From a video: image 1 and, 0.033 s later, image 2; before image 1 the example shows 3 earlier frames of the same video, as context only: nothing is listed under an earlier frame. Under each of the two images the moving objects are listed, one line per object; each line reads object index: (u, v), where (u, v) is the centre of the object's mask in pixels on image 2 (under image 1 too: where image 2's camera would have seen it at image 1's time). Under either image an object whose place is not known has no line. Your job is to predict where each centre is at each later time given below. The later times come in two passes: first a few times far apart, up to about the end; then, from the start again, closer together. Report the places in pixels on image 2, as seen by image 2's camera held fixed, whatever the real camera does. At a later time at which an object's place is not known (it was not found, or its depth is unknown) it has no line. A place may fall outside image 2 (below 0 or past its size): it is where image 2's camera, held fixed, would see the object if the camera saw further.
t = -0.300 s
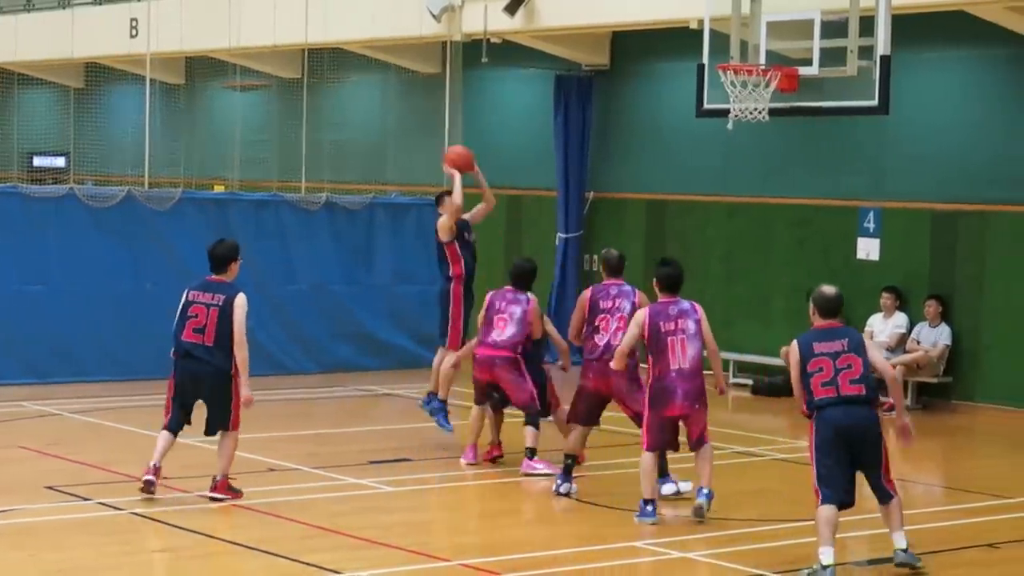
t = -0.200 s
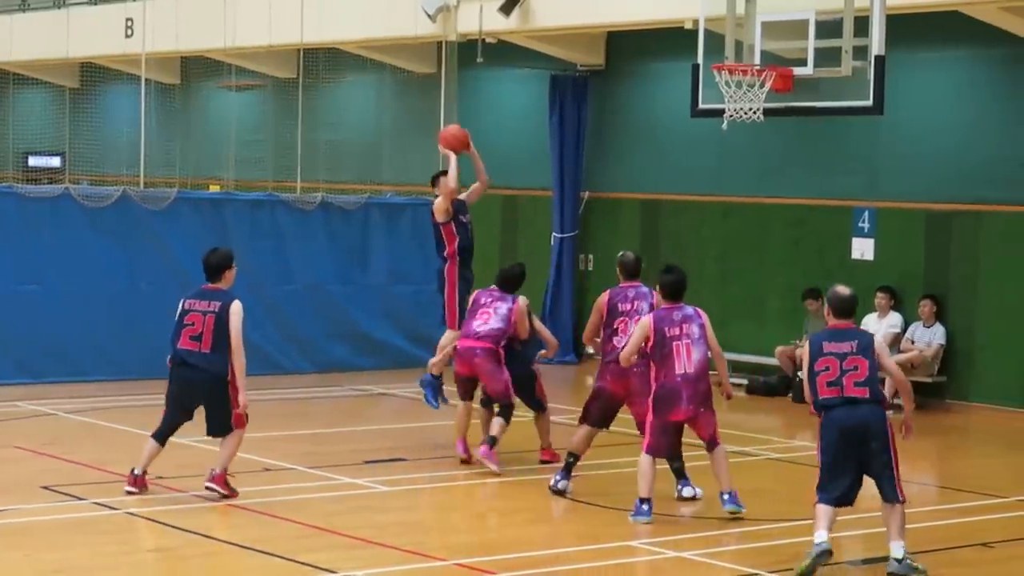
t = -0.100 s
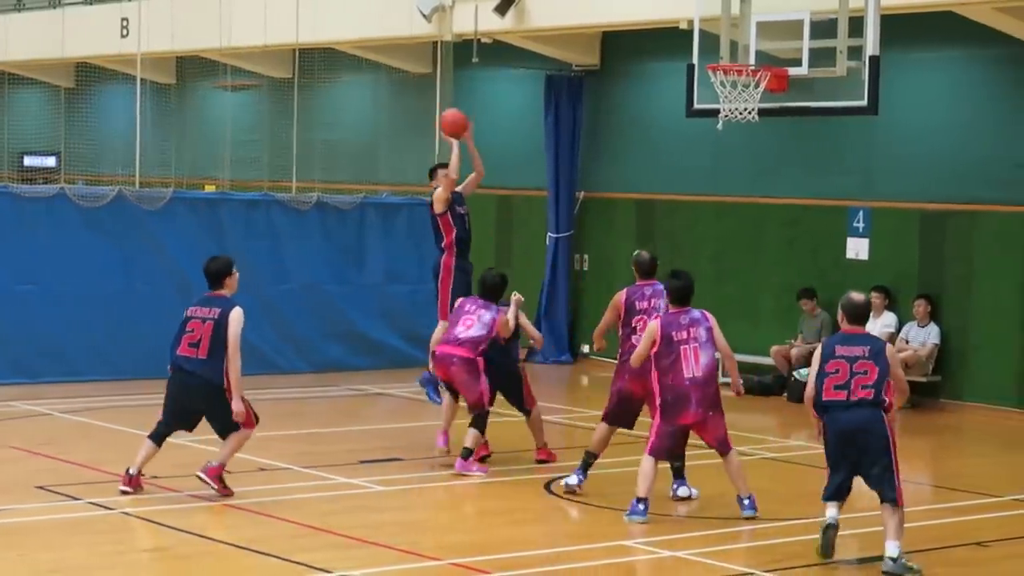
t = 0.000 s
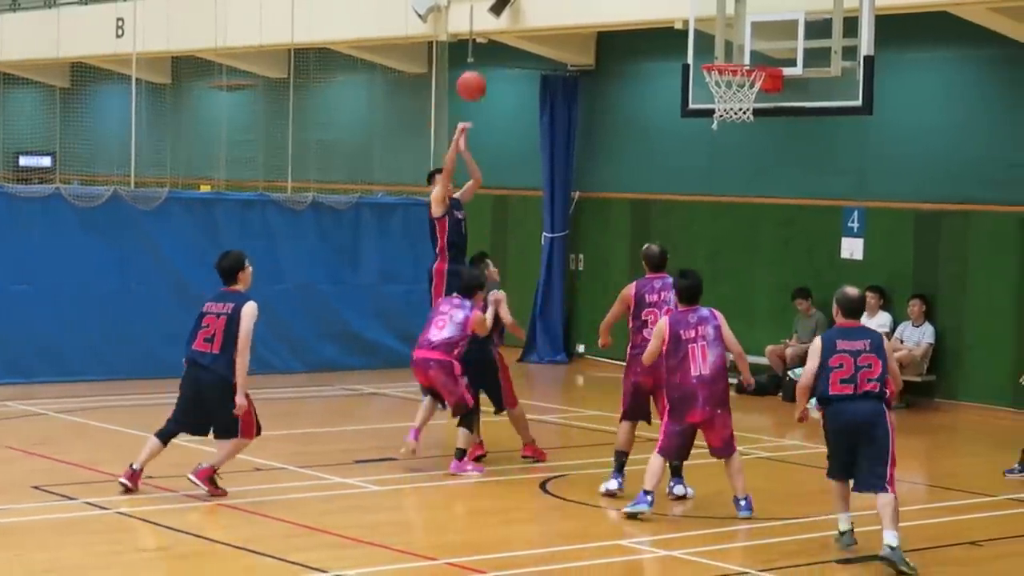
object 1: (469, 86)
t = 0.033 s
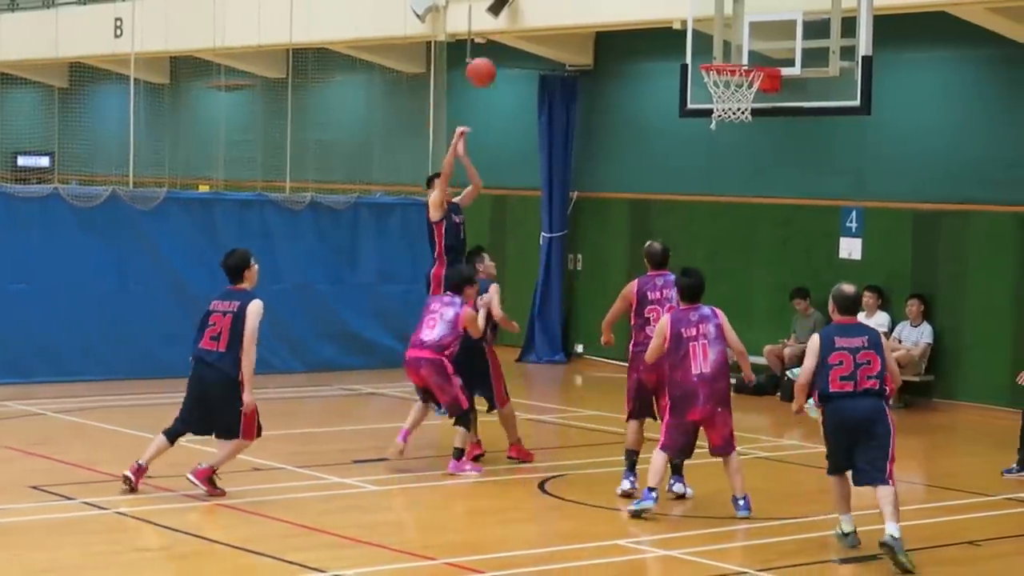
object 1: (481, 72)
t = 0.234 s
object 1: (550, 15)
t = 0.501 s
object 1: (646, 15)
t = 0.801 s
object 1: (671, 42)
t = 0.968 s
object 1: (634, 52)
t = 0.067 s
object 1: (492, 59)
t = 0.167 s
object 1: (527, 30)
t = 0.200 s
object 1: (539, 22)
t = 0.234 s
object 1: (550, 15)
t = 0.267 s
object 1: (562, 12)
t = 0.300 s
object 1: (574, 10)
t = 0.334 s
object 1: (586, 9)
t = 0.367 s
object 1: (598, 8)
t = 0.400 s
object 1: (610, 9)
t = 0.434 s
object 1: (622, 10)
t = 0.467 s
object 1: (634, 12)
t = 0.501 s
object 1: (646, 15)
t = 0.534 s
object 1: (659, 22)
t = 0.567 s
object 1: (671, 30)
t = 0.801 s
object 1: (671, 42)
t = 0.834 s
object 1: (665, 41)
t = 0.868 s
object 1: (657, 42)
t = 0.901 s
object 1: (649, 44)
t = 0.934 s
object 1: (642, 47)
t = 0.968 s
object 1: (634, 52)
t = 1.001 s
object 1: (627, 58)
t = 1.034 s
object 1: (620, 66)
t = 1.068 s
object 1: (612, 75)
